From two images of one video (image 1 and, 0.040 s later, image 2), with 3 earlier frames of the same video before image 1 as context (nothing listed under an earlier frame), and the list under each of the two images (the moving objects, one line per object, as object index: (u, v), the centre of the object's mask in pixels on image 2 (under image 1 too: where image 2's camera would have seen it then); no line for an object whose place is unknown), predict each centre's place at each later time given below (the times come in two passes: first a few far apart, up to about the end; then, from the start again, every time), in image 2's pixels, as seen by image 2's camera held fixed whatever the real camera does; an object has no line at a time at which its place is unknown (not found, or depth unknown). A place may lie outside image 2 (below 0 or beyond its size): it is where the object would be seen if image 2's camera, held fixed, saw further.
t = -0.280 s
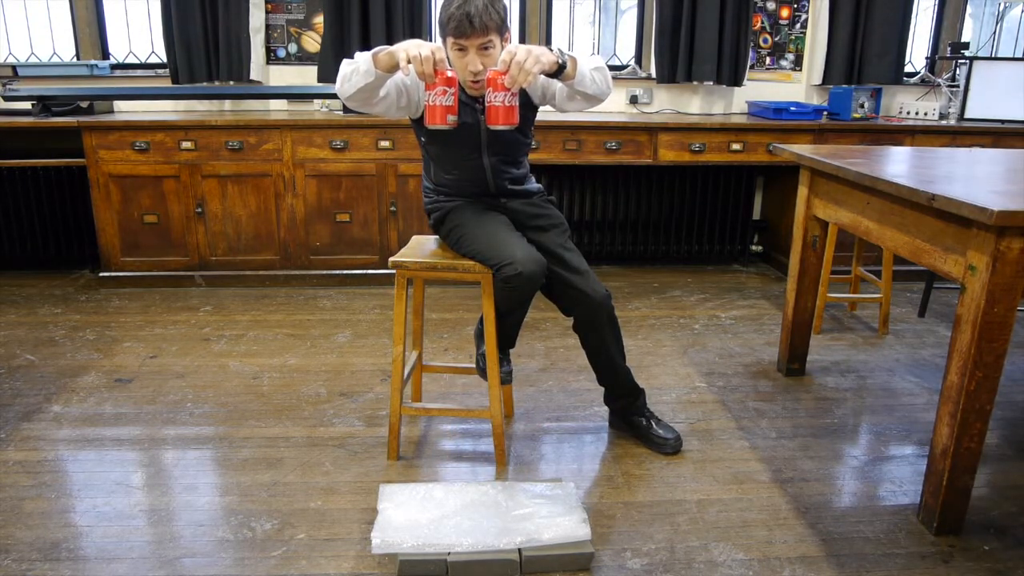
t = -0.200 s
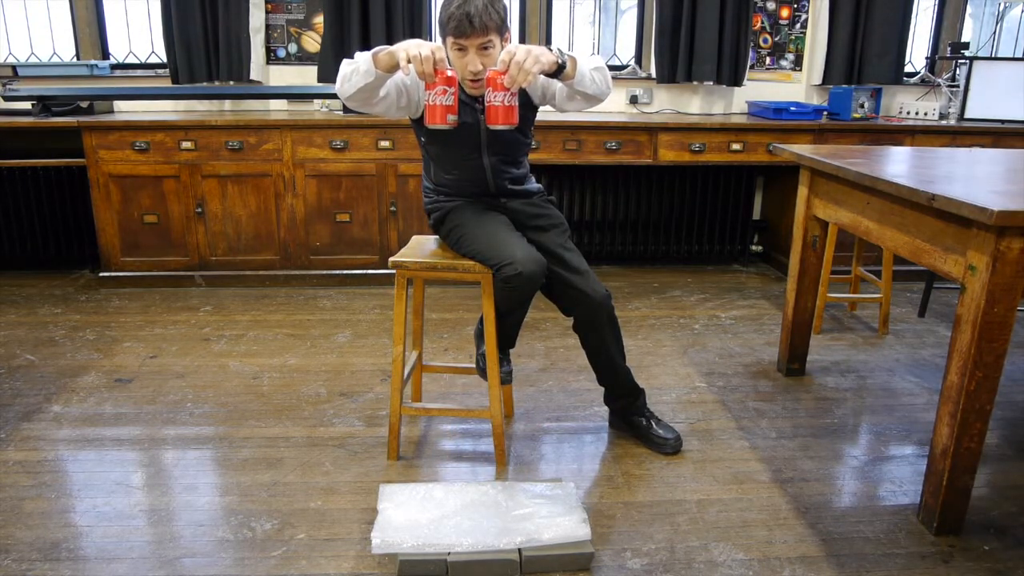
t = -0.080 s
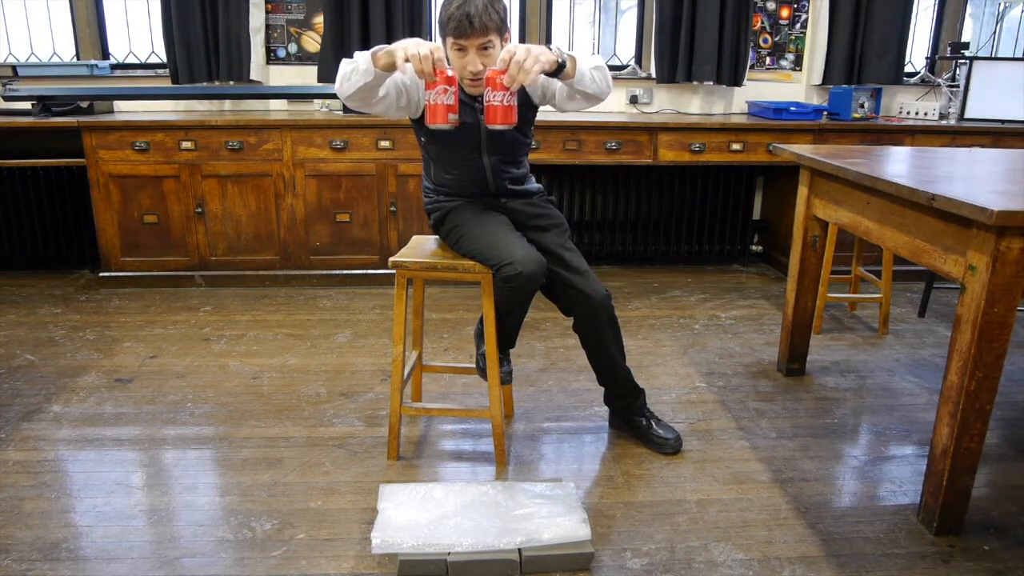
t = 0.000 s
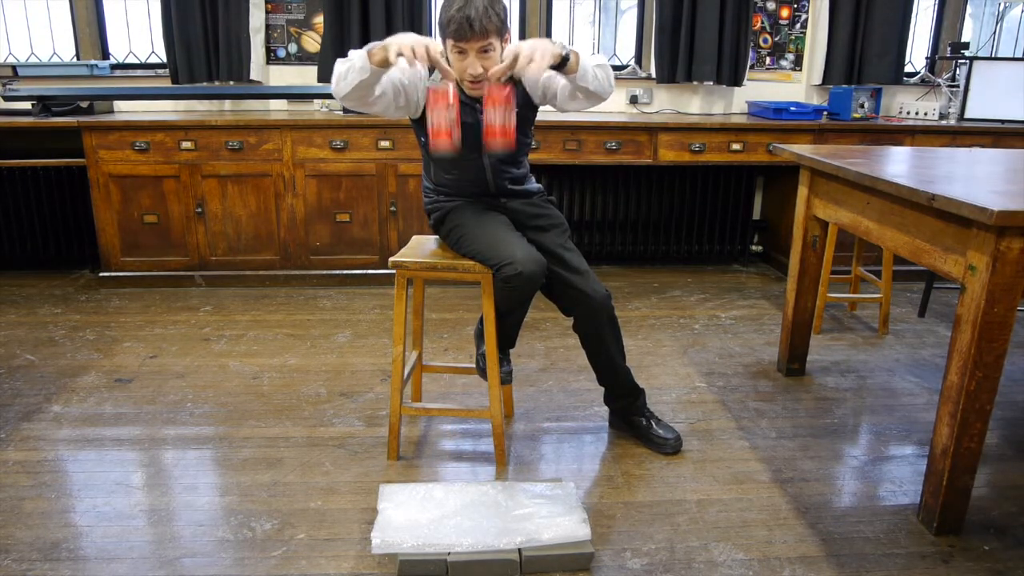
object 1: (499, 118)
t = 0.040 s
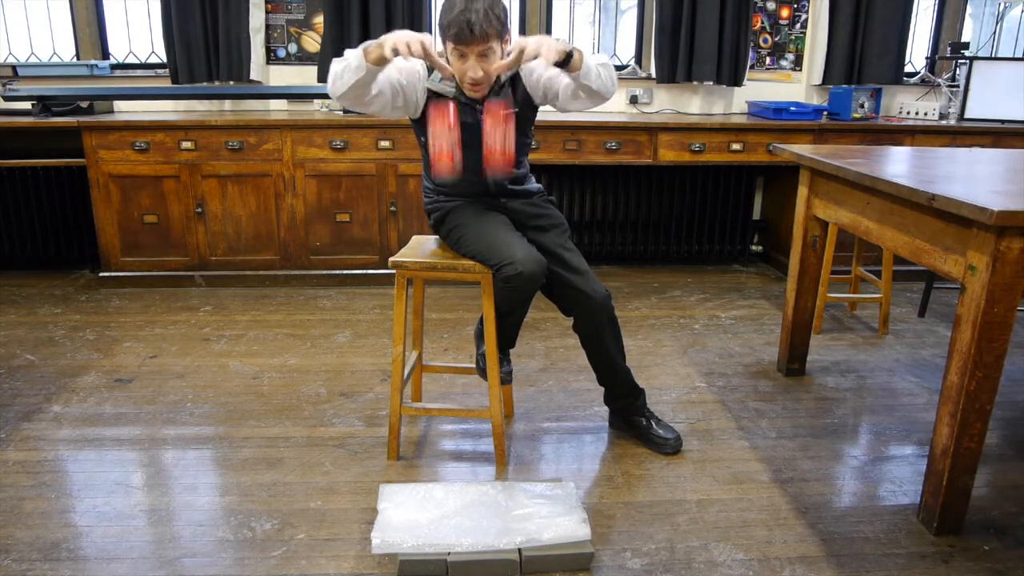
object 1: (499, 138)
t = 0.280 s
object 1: (495, 409)
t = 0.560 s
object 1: (494, 464)
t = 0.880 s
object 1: (480, 506)
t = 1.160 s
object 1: (475, 511)
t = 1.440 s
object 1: (475, 511)
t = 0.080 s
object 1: (498, 167)
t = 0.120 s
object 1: (497, 203)
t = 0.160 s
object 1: (497, 246)
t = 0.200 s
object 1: (497, 294)
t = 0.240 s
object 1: (496, 347)
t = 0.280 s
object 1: (495, 409)
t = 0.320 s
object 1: (494, 470)
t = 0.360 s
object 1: (493, 515)
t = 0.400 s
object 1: (493, 493)
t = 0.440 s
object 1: (493, 477)
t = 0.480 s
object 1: (494, 467)
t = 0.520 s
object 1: (494, 464)
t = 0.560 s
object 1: (494, 464)
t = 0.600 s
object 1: (494, 470)
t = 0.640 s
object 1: (495, 480)
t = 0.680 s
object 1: (494, 499)
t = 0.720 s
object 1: (494, 519)
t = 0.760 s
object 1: (491, 512)
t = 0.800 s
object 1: (487, 503)
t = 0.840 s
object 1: (484, 503)
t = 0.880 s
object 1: (480, 506)
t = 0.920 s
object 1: (477, 515)
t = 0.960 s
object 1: (474, 511)
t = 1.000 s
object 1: (474, 511)
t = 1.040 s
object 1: (474, 512)
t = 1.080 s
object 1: (474, 512)
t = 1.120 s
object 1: (475, 511)
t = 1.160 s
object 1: (475, 511)
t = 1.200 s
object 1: (475, 511)
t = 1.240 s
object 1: (475, 511)
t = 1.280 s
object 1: (475, 511)
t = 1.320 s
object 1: (475, 511)
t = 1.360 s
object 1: (475, 511)
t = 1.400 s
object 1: (475, 511)
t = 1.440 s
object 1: (475, 511)
